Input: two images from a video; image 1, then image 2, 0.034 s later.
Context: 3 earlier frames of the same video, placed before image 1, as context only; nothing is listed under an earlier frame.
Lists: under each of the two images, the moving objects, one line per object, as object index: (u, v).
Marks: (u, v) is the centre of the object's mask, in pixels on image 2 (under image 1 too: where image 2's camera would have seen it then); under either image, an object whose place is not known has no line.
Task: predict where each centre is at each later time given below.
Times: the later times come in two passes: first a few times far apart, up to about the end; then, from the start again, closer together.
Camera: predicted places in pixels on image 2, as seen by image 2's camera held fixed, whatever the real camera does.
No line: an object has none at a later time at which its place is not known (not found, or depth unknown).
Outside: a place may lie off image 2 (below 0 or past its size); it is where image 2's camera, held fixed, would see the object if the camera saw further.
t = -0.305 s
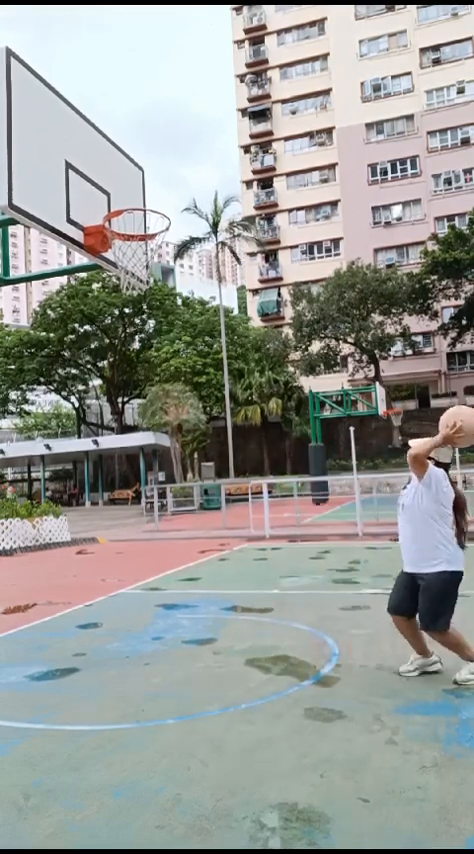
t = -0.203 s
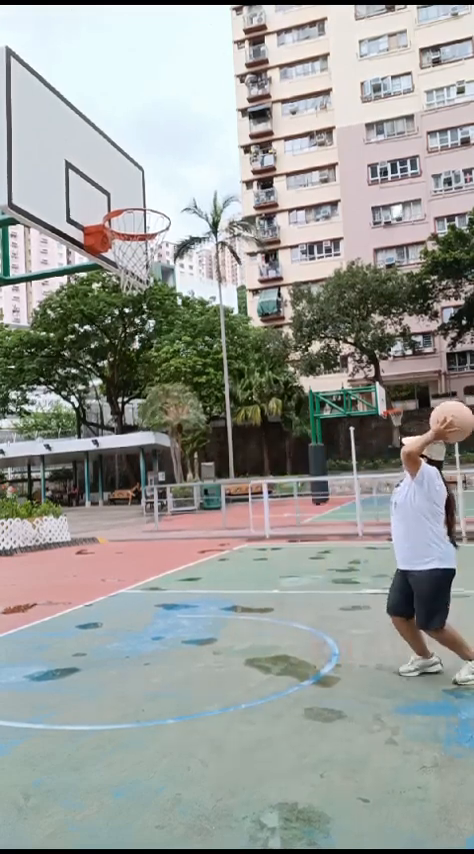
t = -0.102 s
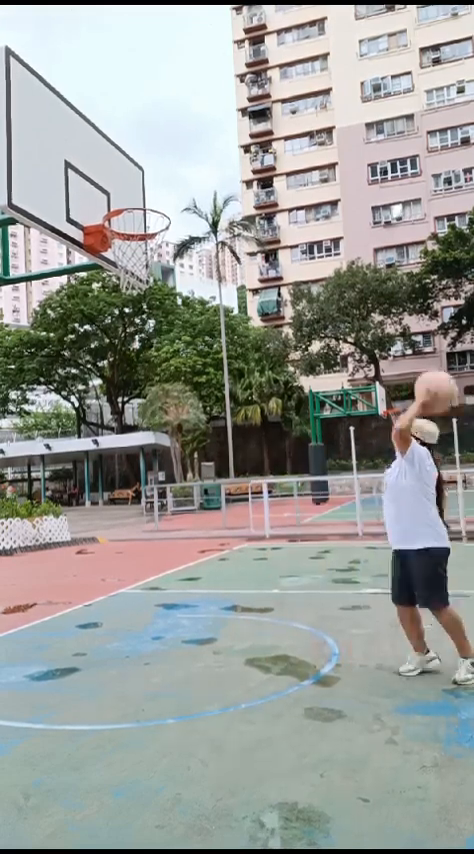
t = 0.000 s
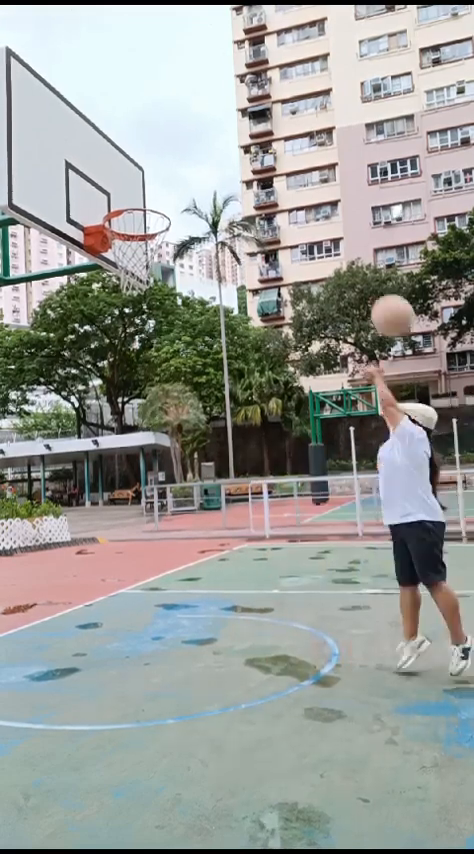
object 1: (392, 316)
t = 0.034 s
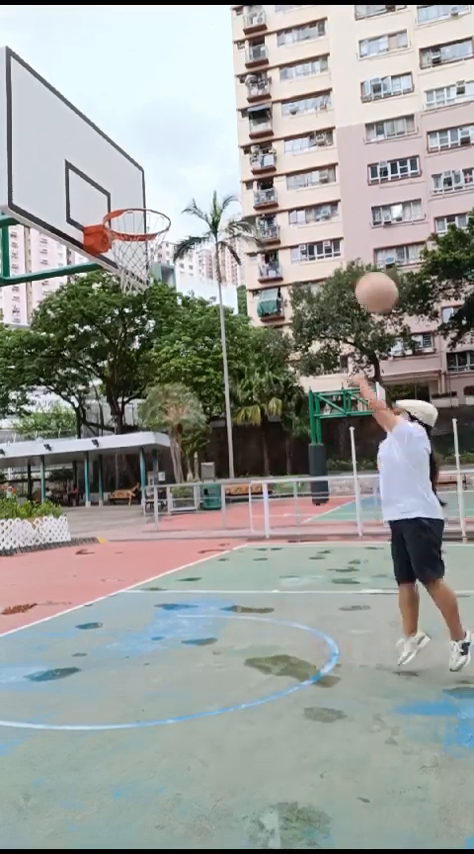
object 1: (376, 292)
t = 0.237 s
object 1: (288, 200)
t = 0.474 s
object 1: (203, 177)
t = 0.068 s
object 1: (361, 273)
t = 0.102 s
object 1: (345, 255)
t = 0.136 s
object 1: (331, 239)
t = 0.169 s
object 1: (317, 222)
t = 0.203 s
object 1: (302, 211)
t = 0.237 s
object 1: (288, 200)
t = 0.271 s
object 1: (274, 191)
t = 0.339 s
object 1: (250, 179)
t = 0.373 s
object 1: (238, 177)
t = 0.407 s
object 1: (226, 175)
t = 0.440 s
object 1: (215, 175)
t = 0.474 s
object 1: (203, 177)
